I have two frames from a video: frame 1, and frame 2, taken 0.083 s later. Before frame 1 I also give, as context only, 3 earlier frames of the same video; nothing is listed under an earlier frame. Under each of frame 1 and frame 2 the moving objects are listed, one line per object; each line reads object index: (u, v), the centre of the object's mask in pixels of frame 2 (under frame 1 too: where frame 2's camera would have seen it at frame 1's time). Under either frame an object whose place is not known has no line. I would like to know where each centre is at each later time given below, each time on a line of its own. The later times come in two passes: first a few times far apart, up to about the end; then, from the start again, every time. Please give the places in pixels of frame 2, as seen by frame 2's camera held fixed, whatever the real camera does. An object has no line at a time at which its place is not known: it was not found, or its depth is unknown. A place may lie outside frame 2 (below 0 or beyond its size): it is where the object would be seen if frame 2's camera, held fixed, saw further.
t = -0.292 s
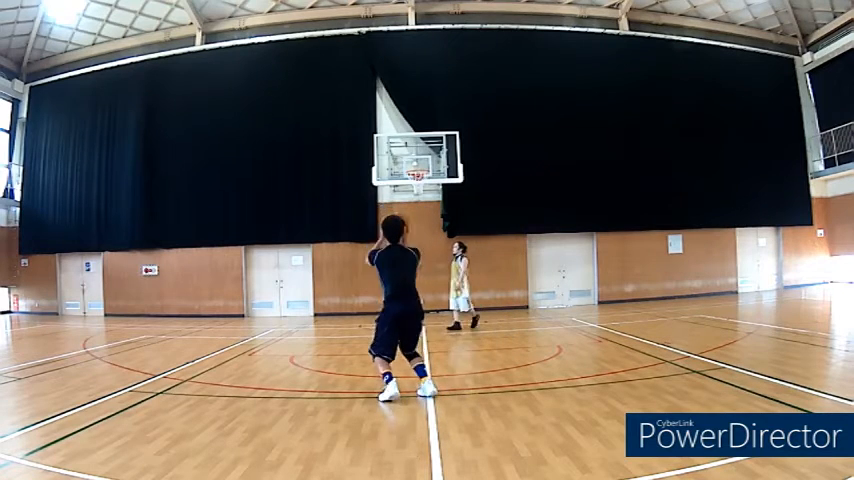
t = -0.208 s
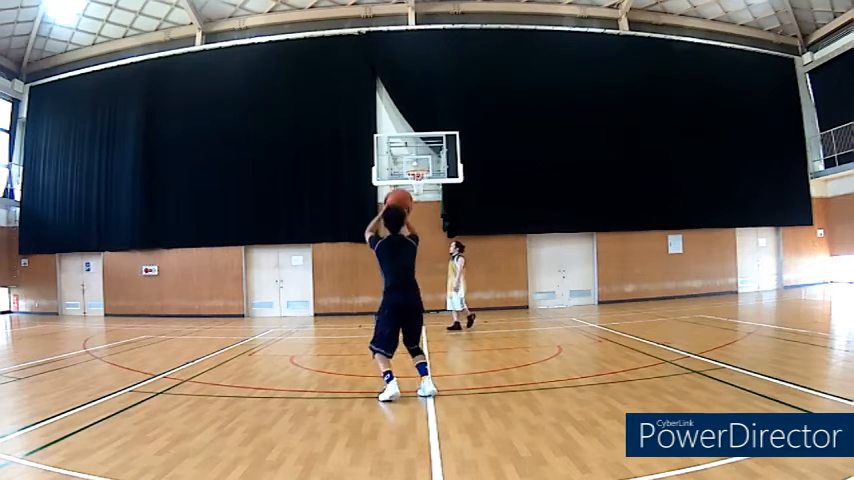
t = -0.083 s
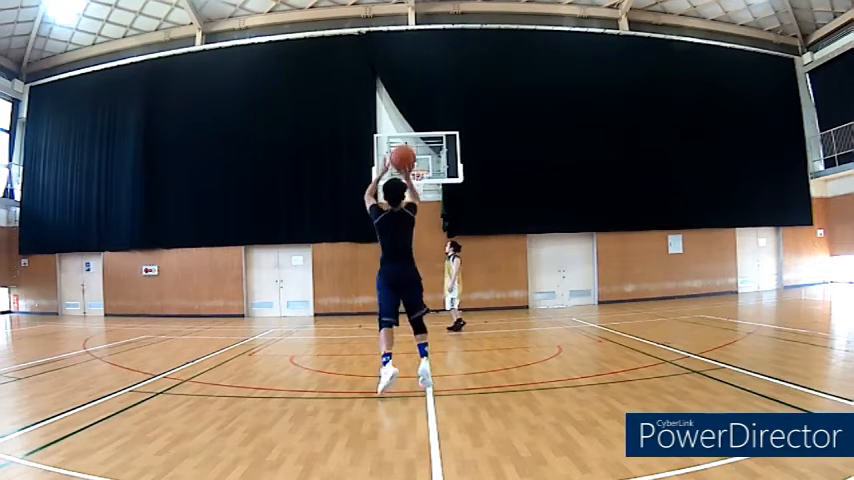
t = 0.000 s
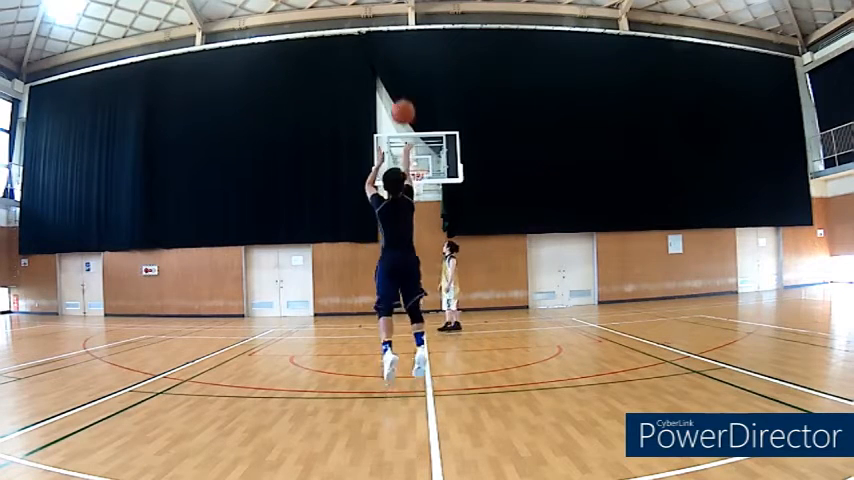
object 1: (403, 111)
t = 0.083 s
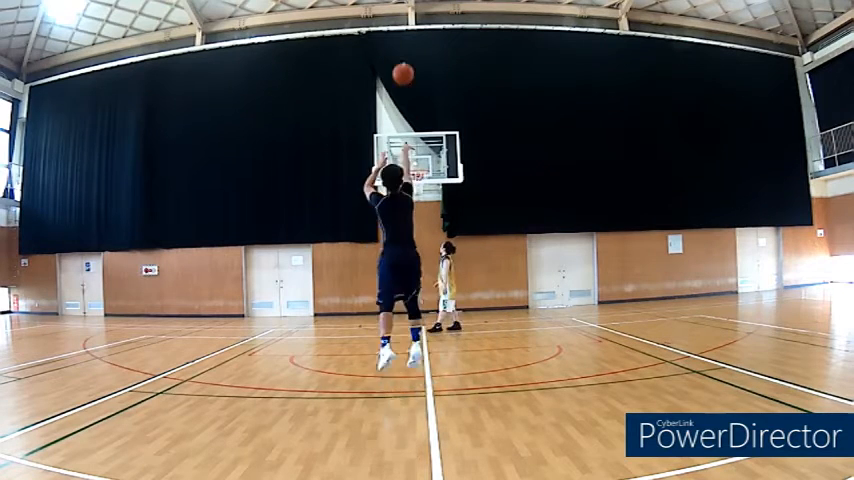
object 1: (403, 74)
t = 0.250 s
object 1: (404, 41)
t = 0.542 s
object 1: (404, 37)
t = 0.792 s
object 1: (405, 65)
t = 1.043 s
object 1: (407, 118)
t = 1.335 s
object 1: (402, 149)
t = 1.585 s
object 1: (392, 135)
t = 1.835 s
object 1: (382, 137)
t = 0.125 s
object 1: (403, 65)
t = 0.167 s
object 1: (403, 54)
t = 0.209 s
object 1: (403, 48)
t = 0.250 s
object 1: (404, 41)
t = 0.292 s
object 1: (404, 39)
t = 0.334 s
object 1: (404, 35)
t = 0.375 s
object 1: (404, 33)
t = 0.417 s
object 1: (404, 33)
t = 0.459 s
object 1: (404, 33)
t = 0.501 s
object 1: (404, 35)
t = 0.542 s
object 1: (404, 37)
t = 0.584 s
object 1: (404, 39)
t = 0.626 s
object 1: (404, 43)
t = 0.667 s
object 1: (405, 47)
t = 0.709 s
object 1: (405, 53)
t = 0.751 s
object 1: (405, 57)
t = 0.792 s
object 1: (405, 65)
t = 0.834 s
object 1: (405, 71)
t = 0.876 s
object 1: (406, 81)
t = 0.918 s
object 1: (406, 91)
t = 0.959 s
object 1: (406, 103)
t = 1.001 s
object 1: (407, 110)
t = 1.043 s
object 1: (407, 118)
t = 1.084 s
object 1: (407, 131)
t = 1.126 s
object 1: (407, 139)
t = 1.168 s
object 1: (407, 153)
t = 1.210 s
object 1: (407, 163)
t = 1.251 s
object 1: (406, 160)
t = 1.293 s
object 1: (404, 155)
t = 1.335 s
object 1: (402, 149)
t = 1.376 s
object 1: (400, 145)
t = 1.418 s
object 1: (398, 141)
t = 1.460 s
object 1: (397, 139)
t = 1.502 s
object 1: (395, 137)
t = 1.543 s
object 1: (393, 136)
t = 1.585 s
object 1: (392, 135)
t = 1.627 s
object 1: (390, 133)
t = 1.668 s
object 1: (389, 132)
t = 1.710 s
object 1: (387, 132)
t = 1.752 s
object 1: (386, 132)
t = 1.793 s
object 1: (384, 135)
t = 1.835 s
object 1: (382, 137)
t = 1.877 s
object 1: (381, 141)
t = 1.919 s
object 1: (380, 144)
